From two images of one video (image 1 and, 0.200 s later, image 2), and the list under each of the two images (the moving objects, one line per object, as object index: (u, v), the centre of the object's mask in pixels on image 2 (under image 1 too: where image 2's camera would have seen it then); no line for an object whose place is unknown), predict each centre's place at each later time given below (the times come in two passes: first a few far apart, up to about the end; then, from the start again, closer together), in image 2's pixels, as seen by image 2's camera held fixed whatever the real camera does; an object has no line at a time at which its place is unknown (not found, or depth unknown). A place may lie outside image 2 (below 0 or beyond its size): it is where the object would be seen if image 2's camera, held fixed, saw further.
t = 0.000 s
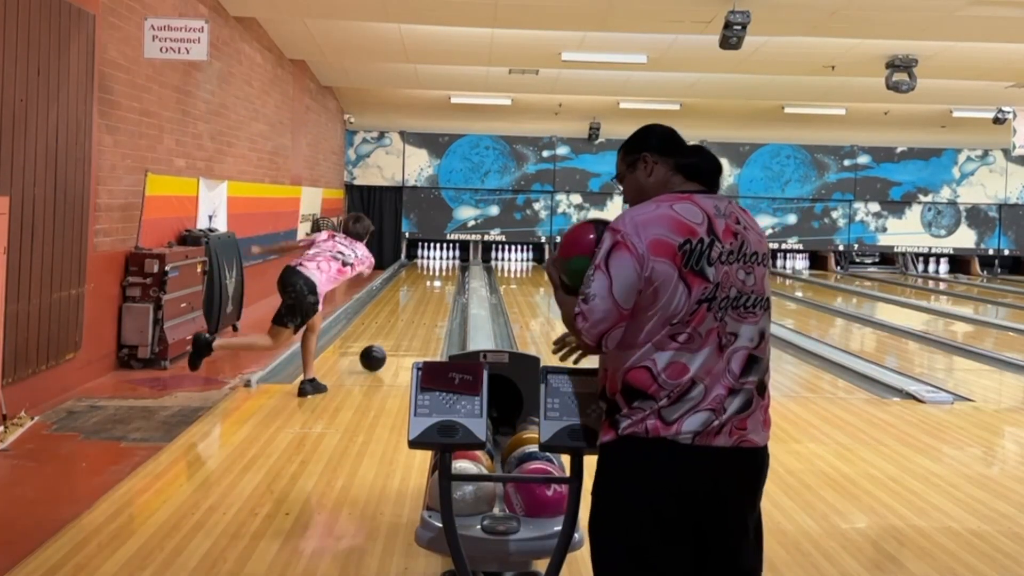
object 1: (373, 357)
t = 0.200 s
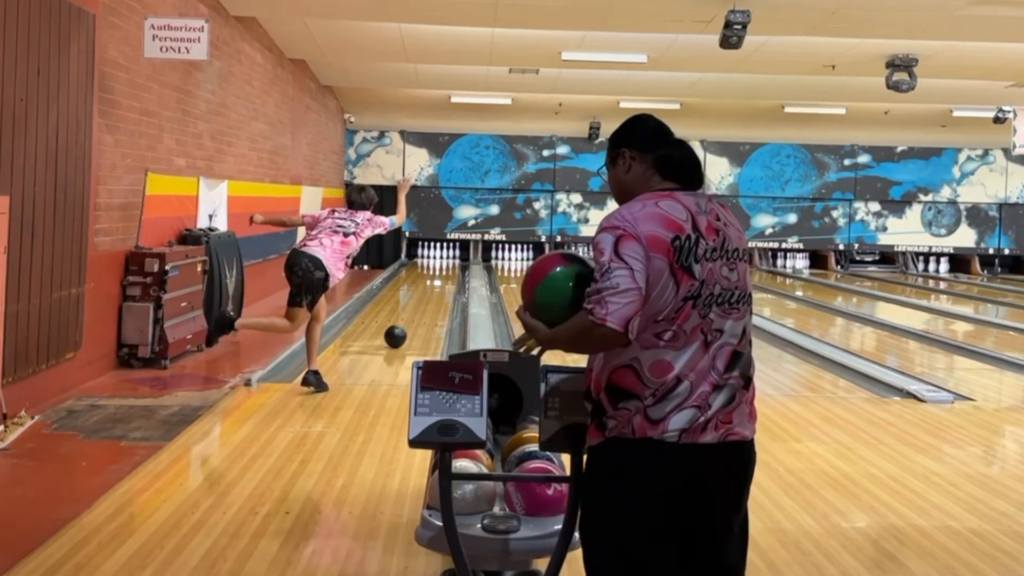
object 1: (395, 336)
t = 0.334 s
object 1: (406, 325)
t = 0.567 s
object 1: (422, 308)
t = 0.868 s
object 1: (435, 293)
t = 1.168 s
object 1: (445, 281)
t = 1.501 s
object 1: (451, 271)
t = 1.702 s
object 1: (453, 267)
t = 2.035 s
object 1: (452, 261)
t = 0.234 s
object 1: (398, 333)
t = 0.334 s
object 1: (406, 325)
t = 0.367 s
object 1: (409, 322)
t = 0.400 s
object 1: (411, 320)
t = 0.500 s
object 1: (418, 312)
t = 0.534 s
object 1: (420, 310)
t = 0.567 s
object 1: (422, 308)
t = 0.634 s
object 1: (425, 305)
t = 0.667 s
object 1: (427, 303)
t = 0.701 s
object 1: (428, 301)
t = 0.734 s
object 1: (430, 299)
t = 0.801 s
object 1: (433, 296)
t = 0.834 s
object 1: (434, 294)
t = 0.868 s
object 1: (435, 293)
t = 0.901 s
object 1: (437, 292)
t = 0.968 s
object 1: (439, 289)
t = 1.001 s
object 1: (440, 287)
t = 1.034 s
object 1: (441, 286)
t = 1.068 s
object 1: (442, 285)
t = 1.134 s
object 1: (444, 282)
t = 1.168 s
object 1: (445, 281)
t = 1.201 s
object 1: (445, 280)
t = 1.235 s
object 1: (446, 279)
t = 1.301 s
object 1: (447, 277)
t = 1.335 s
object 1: (448, 276)
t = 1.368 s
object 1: (449, 275)
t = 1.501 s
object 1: (451, 271)
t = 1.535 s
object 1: (451, 271)
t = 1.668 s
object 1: (453, 267)
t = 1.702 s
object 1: (453, 267)
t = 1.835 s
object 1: (453, 264)
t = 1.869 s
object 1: (453, 263)
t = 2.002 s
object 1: (452, 261)
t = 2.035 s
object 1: (452, 261)
